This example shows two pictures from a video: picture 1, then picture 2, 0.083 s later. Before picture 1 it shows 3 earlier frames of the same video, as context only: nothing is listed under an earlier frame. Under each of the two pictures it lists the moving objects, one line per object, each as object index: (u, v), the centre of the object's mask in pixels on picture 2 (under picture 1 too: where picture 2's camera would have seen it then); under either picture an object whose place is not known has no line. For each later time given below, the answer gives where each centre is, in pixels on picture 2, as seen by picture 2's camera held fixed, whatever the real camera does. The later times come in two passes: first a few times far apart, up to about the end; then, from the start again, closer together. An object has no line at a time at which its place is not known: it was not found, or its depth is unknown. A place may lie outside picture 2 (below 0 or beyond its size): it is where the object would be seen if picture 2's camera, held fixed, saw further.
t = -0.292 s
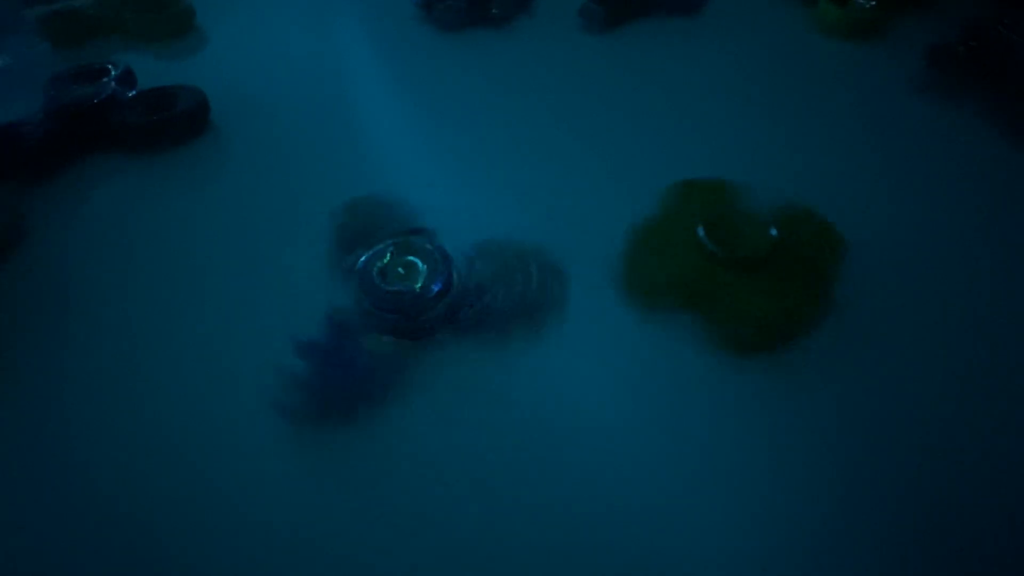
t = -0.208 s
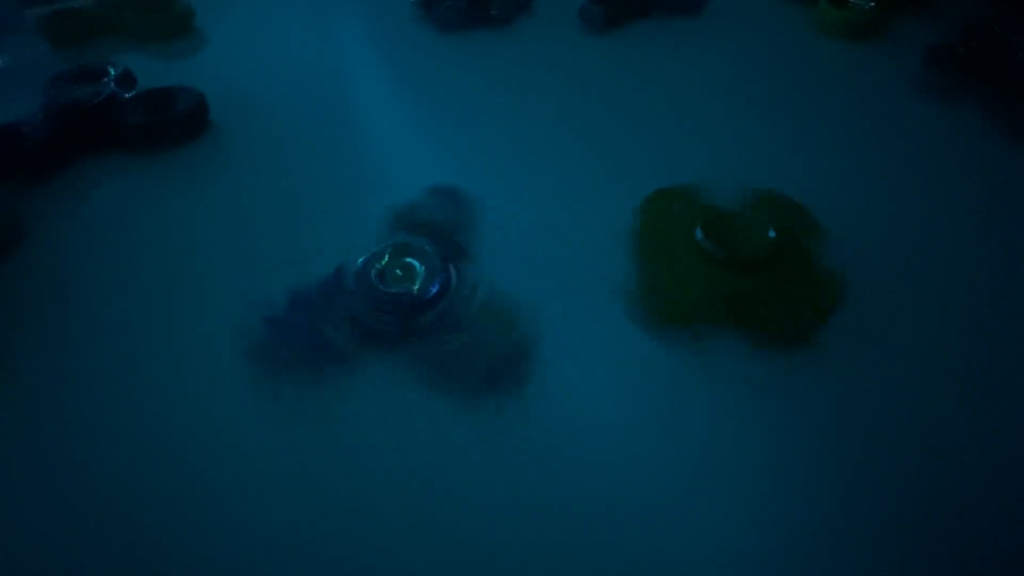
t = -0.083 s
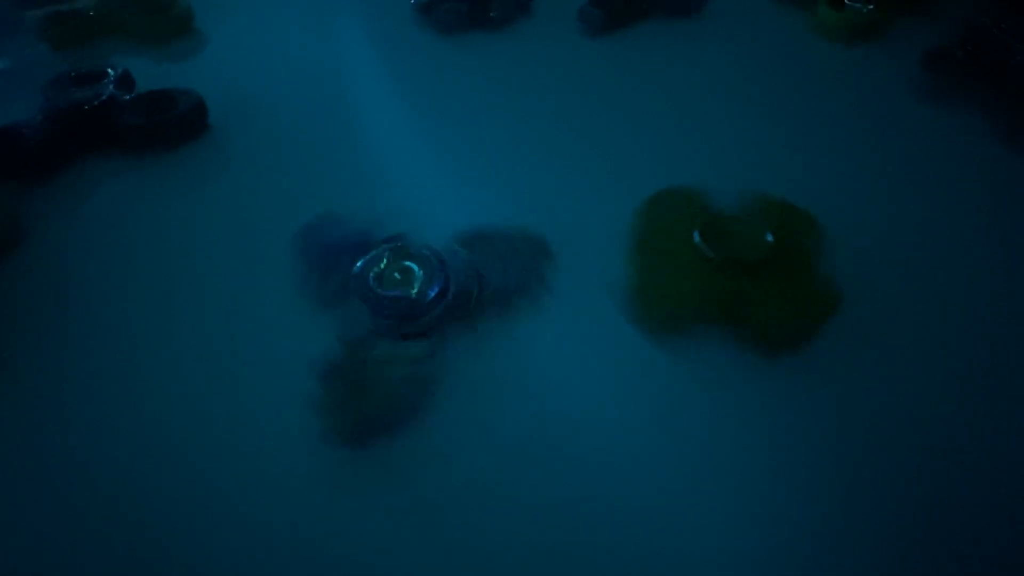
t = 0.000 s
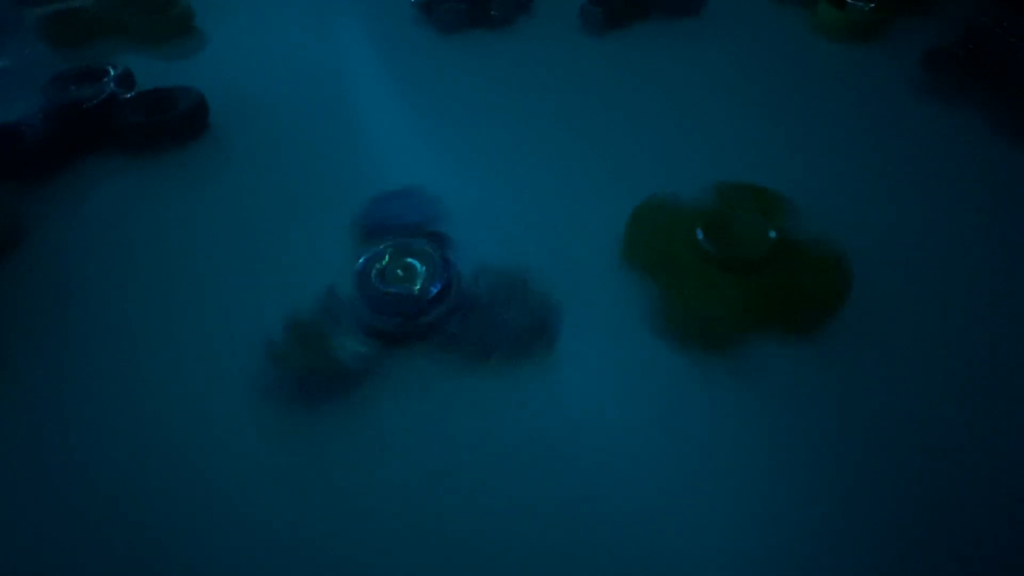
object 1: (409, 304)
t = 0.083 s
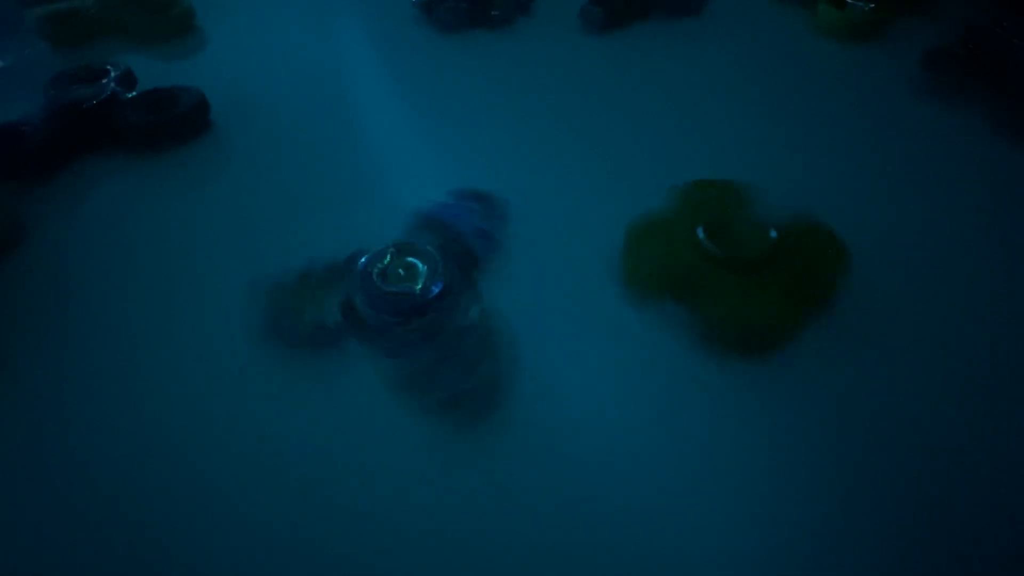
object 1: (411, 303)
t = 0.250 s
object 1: (407, 307)
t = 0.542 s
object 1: (410, 306)
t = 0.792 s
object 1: (416, 298)
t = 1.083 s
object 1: (423, 294)
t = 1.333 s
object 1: (420, 298)
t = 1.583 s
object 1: (420, 294)
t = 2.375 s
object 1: (440, 271)
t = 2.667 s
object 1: (440, 275)
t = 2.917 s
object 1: (441, 276)
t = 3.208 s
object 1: (436, 285)
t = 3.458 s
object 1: (427, 294)
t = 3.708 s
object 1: (431, 292)
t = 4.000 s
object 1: (432, 298)
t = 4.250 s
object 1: (430, 299)
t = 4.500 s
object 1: (430, 299)
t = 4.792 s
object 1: (433, 291)
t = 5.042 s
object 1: (437, 294)
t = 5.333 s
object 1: (433, 293)
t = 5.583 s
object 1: (433, 294)
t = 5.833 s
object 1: (437, 294)
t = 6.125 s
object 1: (433, 296)
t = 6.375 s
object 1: (436, 294)
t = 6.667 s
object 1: (440, 296)
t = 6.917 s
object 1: (435, 297)
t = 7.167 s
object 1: (442, 286)
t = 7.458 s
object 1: (439, 292)
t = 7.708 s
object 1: (434, 292)
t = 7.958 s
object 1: (439, 293)
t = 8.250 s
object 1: (435, 296)
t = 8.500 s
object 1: (435, 303)
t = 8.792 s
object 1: (434, 302)
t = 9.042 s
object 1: (440, 301)
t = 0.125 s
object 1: (410, 306)
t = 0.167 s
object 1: (409, 307)
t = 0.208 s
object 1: (408, 308)
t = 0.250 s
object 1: (407, 307)
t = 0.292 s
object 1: (407, 303)
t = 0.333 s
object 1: (411, 307)
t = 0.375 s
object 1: (409, 309)
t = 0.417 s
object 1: (408, 309)
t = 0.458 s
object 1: (408, 309)
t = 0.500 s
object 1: (409, 308)
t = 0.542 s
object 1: (410, 306)
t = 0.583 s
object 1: (413, 308)
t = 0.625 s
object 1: (415, 307)
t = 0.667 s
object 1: (415, 304)
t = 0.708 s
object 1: (417, 301)
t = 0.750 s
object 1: (417, 300)
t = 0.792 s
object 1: (416, 298)
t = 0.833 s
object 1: (418, 297)
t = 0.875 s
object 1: (417, 301)
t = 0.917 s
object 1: (417, 304)
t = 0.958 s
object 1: (414, 302)
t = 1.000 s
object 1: (415, 299)
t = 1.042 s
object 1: (419, 298)
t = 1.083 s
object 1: (423, 294)
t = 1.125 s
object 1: (422, 293)
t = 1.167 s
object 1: (422, 298)
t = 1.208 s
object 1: (419, 296)
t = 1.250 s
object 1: (420, 296)
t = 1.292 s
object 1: (419, 296)
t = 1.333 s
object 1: (420, 298)
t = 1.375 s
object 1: (419, 297)
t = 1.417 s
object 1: (419, 295)
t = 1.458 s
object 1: (420, 297)
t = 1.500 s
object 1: (419, 294)
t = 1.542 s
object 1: (419, 295)
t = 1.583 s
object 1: (420, 294)
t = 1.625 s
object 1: (421, 292)
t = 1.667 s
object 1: (424, 287)
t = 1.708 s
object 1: (426, 283)
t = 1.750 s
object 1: (429, 281)
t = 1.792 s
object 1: (435, 274)
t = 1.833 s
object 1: (440, 265)
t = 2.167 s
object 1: (449, 265)
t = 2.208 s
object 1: (447, 267)
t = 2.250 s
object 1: (446, 269)
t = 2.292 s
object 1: (445, 270)
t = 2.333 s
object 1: (446, 270)
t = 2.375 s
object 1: (440, 271)
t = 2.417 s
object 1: (439, 272)
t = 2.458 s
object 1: (442, 270)
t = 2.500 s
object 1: (441, 272)
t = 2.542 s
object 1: (440, 274)
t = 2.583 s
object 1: (440, 274)
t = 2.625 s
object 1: (441, 275)
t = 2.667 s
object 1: (440, 275)
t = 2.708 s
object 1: (439, 276)
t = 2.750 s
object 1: (436, 278)
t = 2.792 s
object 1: (438, 276)
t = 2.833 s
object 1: (439, 278)
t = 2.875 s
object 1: (439, 276)
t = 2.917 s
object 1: (441, 276)
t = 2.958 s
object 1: (441, 275)
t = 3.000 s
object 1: (442, 275)
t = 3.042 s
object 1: (441, 275)
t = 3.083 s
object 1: (438, 279)
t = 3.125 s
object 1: (437, 281)
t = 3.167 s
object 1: (438, 281)
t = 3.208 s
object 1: (436, 285)
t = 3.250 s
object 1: (436, 288)
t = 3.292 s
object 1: (436, 287)
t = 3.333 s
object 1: (433, 288)
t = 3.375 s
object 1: (430, 289)
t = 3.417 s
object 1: (429, 292)
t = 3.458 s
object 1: (427, 294)
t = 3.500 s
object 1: (430, 294)
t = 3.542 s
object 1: (430, 295)
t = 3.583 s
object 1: (430, 296)
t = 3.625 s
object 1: (429, 296)
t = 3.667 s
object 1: (432, 292)
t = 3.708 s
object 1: (431, 292)
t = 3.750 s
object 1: (433, 295)
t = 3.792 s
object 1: (431, 296)
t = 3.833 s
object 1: (430, 298)
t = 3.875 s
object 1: (430, 299)
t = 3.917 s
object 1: (432, 300)
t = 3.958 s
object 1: (431, 298)
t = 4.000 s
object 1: (432, 298)
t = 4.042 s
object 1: (431, 297)
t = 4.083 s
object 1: (438, 292)
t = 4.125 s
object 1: (433, 289)
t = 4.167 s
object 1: (435, 297)
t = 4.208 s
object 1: (430, 298)
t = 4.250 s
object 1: (430, 299)
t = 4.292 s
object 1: (431, 299)
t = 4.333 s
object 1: (431, 297)
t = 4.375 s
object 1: (432, 299)
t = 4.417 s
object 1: (432, 300)
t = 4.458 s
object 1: (430, 298)
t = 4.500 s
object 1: (430, 299)
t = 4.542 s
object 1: (430, 299)
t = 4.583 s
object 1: (430, 297)
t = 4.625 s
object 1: (428, 297)
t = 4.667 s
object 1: (431, 294)
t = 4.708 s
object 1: (432, 294)
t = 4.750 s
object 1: (433, 293)
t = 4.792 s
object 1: (433, 291)
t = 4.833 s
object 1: (435, 291)
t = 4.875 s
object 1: (435, 291)
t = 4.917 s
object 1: (437, 289)
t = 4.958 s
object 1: (437, 290)
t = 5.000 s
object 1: (438, 291)
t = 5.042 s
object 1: (437, 294)
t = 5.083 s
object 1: (434, 294)
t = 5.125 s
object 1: (435, 292)
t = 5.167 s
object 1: (434, 293)
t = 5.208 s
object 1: (435, 293)
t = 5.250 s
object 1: (432, 293)
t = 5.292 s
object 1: (434, 294)
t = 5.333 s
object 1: (433, 293)
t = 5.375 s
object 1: (440, 290)
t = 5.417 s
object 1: (438, 289)
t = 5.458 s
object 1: (436, 286)
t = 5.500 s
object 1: (437, 286)
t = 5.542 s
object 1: (434, 293)
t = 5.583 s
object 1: (433, 294)
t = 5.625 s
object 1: (433, 294)
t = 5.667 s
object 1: (435, 295)
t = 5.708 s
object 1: (435, 295)
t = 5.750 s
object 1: (436, 295)
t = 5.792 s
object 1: (435, 295)
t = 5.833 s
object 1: (437, 294)
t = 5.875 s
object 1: (438, 294)
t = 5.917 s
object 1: (437, 294)
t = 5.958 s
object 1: (437, 294)
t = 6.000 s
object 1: (434, 295)
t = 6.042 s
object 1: (433, 296)
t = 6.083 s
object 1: (433, 296)
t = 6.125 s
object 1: (433, 296)
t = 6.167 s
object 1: (434, 295)
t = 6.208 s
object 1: (435, 295)
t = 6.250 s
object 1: (434, 296)
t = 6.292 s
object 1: (433, 295)
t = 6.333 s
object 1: (434, 294)
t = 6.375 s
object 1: (436, 294)
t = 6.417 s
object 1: (437, 293)
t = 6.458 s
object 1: (439, 293)
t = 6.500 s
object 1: (439, 292)
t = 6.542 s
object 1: (441, 291)
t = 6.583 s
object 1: (443, 294)
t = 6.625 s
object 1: (441, 295)
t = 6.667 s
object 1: (440, 296)
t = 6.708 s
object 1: (438, 297)
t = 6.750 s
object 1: (436, 298)
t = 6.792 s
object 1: (436, 298)
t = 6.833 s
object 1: (436, 299)
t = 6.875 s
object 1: (435, 299)
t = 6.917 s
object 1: (435, 297)
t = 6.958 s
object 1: (435, 297)
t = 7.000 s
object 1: (435, 297)
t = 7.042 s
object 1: (436, 295)
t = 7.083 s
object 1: (442, 289)
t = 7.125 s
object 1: (439, 293)
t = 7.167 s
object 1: (442, 286)
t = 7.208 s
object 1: (441, 286)
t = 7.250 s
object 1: (441, 285)
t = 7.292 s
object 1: (439, 285)
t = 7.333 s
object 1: (438, 292)
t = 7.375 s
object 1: (438, 294)
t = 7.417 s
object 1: (438, 293)
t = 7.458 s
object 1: (439, 292)
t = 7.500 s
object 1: (439, 292)
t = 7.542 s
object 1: (437, 293)
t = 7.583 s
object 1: (435, 294)
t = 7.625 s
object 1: (435, 296)
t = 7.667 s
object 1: (435, 295)
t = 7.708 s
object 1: (434, 292)
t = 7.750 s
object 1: (435, 293)
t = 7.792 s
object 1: (437, 292)
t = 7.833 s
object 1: (439, 292)
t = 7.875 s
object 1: (439, 294)
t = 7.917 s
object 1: (441, 292)
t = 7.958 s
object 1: (439, 293)
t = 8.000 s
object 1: (439, 291)
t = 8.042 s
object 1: (439, 292)
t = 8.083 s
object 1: (436, 293)
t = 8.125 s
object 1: (436, 295)
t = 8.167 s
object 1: (435, 297)
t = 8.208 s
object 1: (435, 296)
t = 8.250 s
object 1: (435, 296)
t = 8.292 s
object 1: (435, 296)
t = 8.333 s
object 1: (434, 298)
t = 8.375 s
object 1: (435, 299)
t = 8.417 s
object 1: (436, 300)
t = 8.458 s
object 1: (435, 302)
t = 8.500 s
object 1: (435, 303)
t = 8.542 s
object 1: (434, 302)
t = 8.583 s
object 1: (435, 302)
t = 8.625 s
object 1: (434, 302)
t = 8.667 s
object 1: (434, 302)
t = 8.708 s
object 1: (433, 302)
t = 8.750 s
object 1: (434, 302)
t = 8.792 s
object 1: (434, 302)
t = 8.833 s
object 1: (435, 302)
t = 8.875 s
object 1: (436, 301)
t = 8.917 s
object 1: (438, 301)
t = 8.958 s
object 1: (440, 302)
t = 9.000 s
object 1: (438, 302)
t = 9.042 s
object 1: (440, 301)
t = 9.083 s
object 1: (442, 300)
